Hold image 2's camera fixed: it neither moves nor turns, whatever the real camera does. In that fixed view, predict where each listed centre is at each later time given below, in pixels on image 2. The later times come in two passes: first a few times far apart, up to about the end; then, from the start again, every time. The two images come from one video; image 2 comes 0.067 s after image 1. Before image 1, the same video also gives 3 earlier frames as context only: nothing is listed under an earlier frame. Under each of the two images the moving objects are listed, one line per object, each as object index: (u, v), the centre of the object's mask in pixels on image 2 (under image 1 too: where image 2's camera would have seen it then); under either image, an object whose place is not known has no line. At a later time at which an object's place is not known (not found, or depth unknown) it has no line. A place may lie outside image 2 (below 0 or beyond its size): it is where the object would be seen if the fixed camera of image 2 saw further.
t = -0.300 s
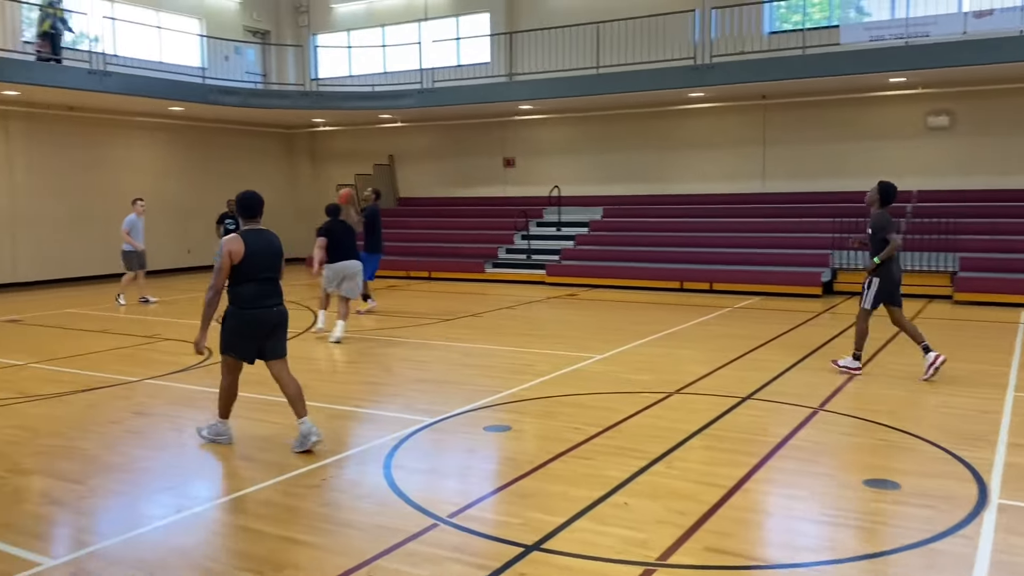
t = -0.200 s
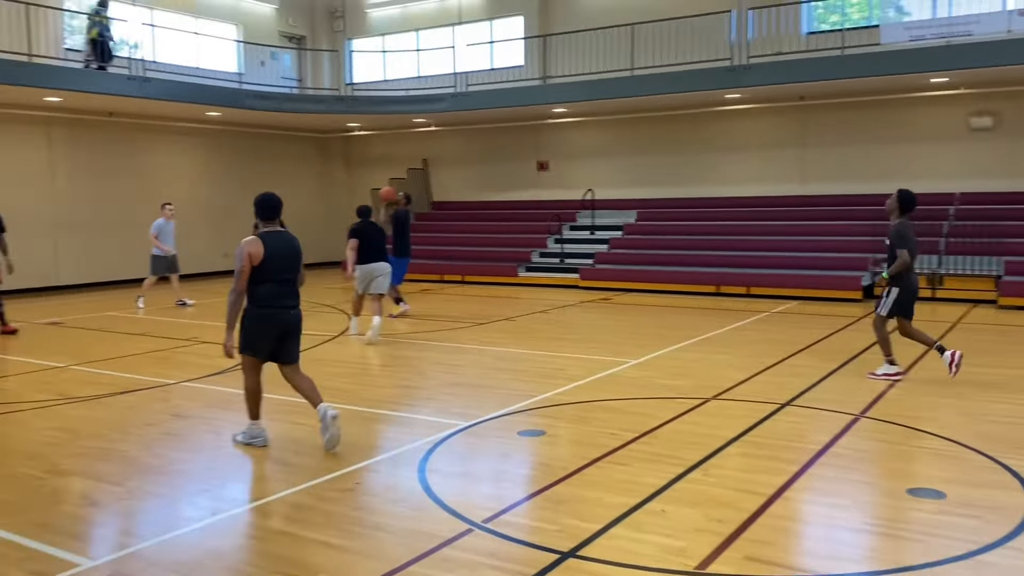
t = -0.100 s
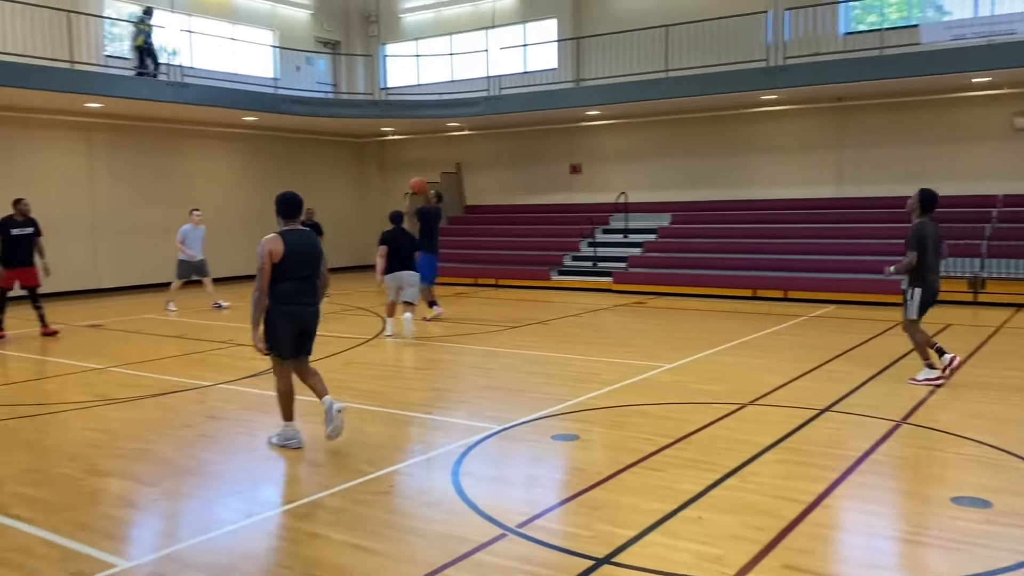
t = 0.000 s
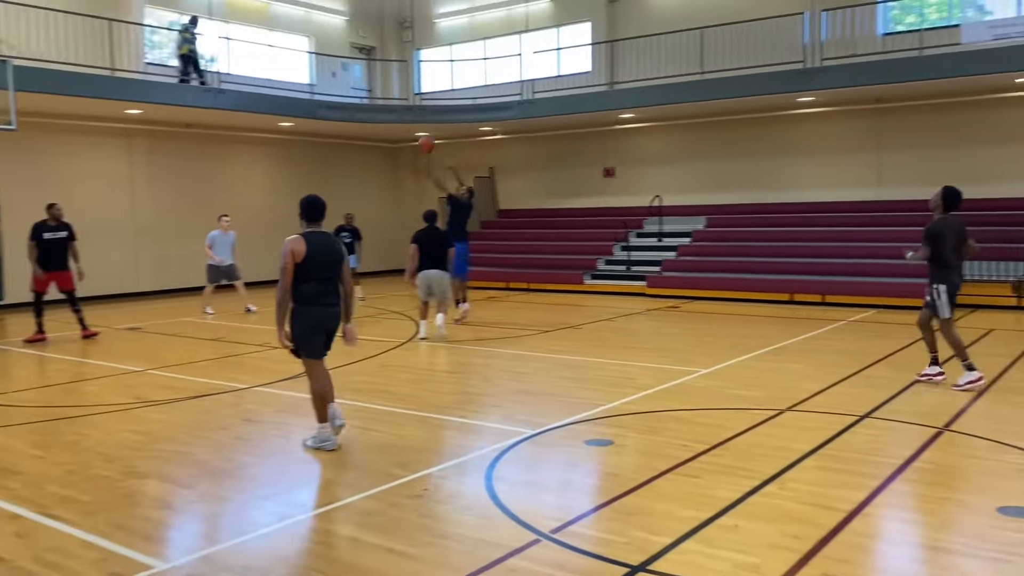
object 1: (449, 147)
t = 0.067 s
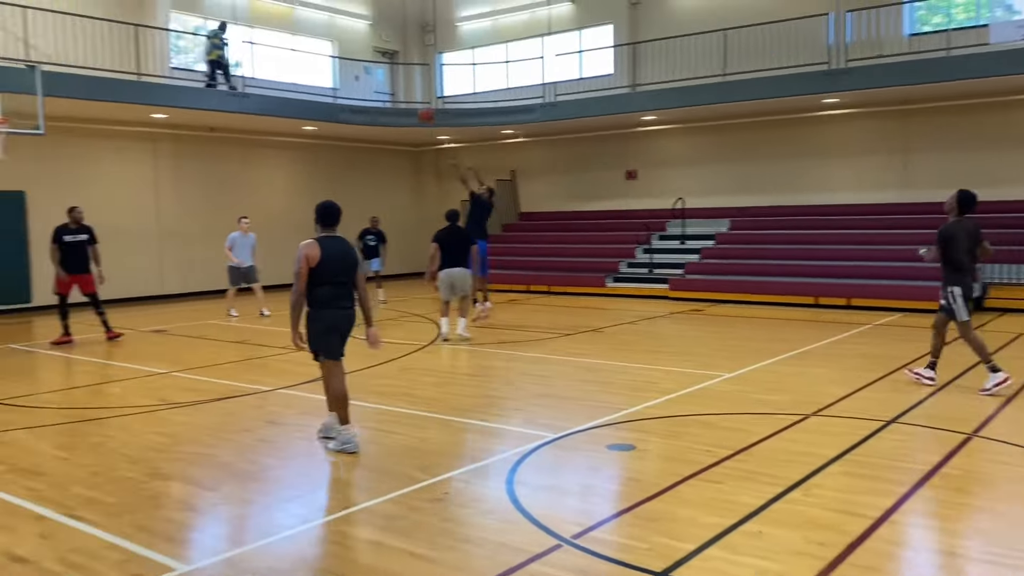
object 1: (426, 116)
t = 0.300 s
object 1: (345, 24)
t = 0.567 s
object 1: (253, -34)
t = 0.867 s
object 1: (154, -42)
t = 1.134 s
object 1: (67, 10)
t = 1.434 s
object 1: (-23, 124)
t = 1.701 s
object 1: (-45, 155)
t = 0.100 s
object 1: (415, 100)
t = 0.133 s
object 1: (403, 85)
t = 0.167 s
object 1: (392, 72)
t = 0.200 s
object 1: (380, 58)
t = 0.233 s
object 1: (369, 47)
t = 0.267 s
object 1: (357, 35)
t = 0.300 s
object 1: (345, 24)
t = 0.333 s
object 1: (333, 14)
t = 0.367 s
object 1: (322, 5)
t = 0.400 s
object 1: (310, -3)
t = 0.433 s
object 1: (299, -11)
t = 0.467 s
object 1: (287, -18)
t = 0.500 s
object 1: (276, -25)
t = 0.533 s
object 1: (265, -31)
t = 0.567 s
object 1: (253, -34)
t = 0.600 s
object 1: (243, -37)
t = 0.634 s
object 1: (231, -39)
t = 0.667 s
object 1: (220, -41)
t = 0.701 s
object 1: (209, -43)
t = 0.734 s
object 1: (198, -44)
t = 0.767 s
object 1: (187, -45)
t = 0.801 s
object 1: (176, -45)
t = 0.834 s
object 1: (164, -45)
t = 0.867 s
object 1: (154, -42)
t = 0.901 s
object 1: (142, -39)
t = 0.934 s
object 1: (131, -35)
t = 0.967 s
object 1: (120, -30)
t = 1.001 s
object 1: (109, -24)
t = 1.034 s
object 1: (99, -17)
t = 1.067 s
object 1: (89, -9)
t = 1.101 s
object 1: (78, 0)
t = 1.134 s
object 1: (67, 10)
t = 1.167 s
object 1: (57, 20)
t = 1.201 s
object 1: (47, 31)
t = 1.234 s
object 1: (37, 42)
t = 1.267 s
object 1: (27, 56)
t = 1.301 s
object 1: (18, 69)
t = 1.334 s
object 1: (7, 83)
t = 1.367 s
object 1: (-2, 98)
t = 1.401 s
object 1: (-11, 113)
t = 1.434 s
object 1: (-23, 124)
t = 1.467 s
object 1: (-28, 130)
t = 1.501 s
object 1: (-36, 138)
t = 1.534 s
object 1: (-36, 142)
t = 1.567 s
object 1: (-38, 140)
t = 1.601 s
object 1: (-40, 142)
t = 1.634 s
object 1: (-42, 146)
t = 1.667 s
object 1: (-43, 149)
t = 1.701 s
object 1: (-45, 155)
